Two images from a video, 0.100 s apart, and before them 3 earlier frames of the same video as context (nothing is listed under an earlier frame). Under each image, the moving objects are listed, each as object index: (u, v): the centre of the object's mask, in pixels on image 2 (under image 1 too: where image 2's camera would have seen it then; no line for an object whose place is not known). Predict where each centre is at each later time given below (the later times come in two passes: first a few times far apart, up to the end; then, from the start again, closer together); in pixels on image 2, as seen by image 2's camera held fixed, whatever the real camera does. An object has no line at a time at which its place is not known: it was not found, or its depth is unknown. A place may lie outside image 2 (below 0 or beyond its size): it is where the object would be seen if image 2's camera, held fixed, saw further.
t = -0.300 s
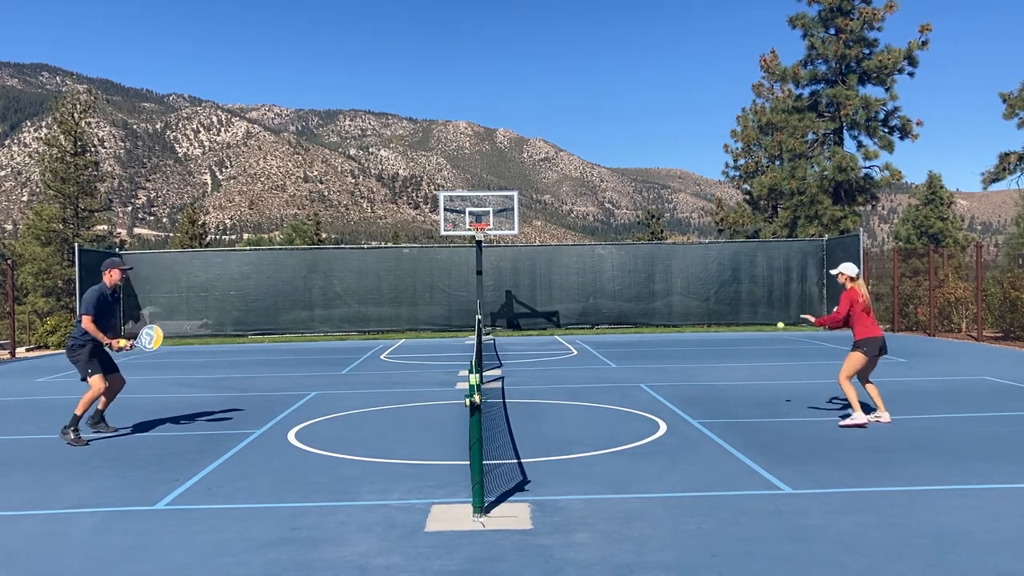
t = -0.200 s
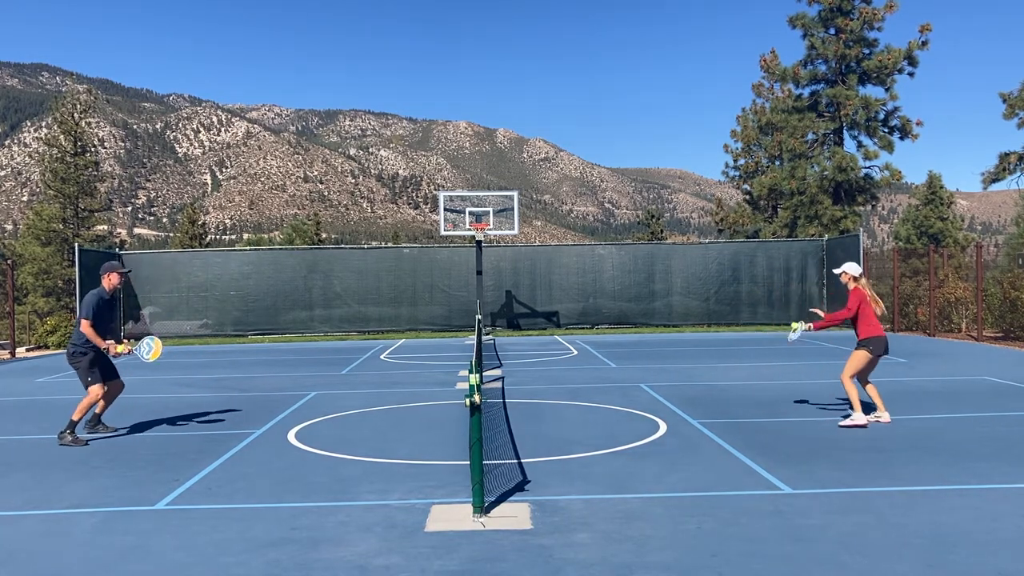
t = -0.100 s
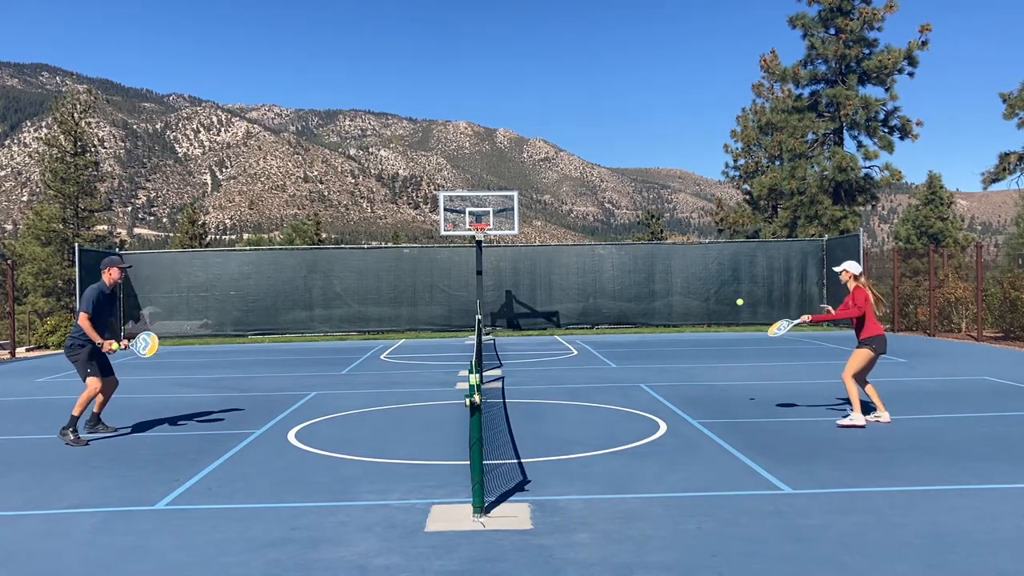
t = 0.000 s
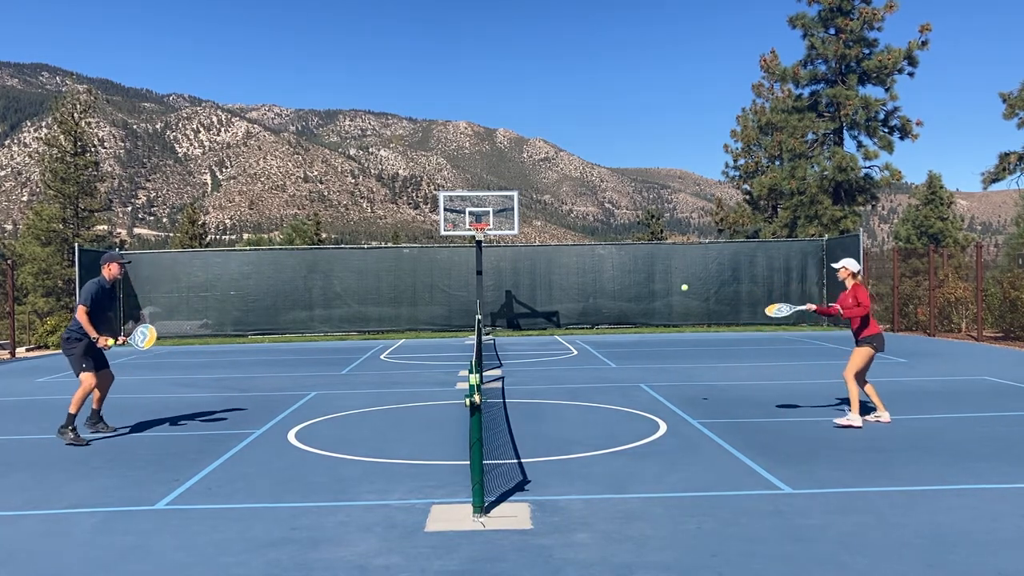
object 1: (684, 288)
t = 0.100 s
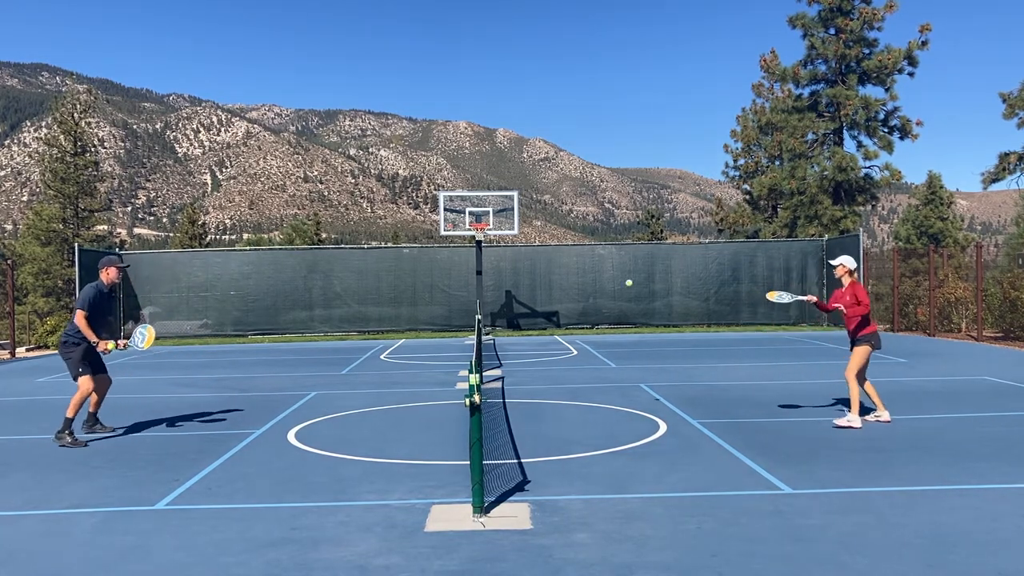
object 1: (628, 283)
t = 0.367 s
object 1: (479, 317)
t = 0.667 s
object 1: (311, 425)
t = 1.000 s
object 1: (217, 352)
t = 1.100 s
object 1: (189, 353)
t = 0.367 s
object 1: (479, 317)
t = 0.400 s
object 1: (460, 326)
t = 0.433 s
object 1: (441, 336)
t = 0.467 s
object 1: (422, 348)
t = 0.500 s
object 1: (402, 361)
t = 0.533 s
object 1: (383, 375)
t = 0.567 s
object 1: (363, 390)
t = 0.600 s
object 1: (343, 407)
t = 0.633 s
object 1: (323, 425)
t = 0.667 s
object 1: (311, 425)
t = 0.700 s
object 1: (301, 411)
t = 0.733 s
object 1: (292, 400)
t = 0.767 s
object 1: (282, 390)
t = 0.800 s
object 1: (273, 381)
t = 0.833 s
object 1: (264, 374)
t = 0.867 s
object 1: (255, 367)
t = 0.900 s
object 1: (245, 361)
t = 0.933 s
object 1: (236, 357)
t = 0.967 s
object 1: (226, 354)
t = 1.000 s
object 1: (217, 352)
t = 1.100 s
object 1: (189, 353)
